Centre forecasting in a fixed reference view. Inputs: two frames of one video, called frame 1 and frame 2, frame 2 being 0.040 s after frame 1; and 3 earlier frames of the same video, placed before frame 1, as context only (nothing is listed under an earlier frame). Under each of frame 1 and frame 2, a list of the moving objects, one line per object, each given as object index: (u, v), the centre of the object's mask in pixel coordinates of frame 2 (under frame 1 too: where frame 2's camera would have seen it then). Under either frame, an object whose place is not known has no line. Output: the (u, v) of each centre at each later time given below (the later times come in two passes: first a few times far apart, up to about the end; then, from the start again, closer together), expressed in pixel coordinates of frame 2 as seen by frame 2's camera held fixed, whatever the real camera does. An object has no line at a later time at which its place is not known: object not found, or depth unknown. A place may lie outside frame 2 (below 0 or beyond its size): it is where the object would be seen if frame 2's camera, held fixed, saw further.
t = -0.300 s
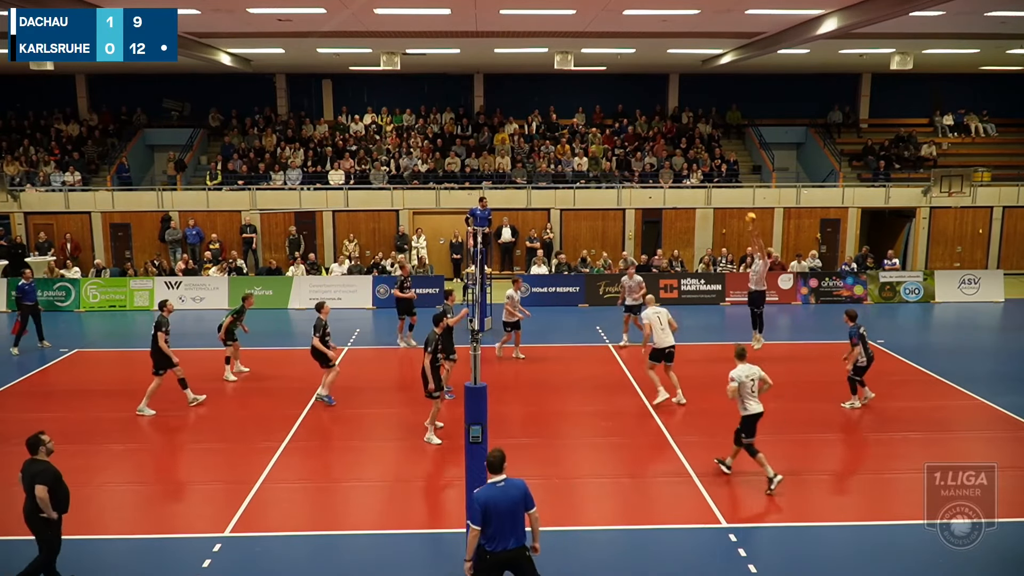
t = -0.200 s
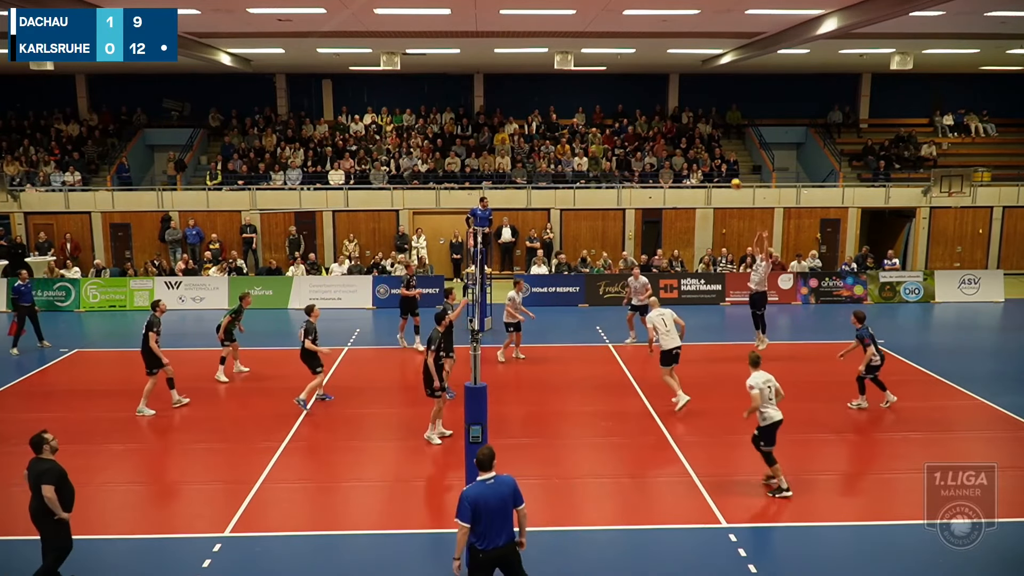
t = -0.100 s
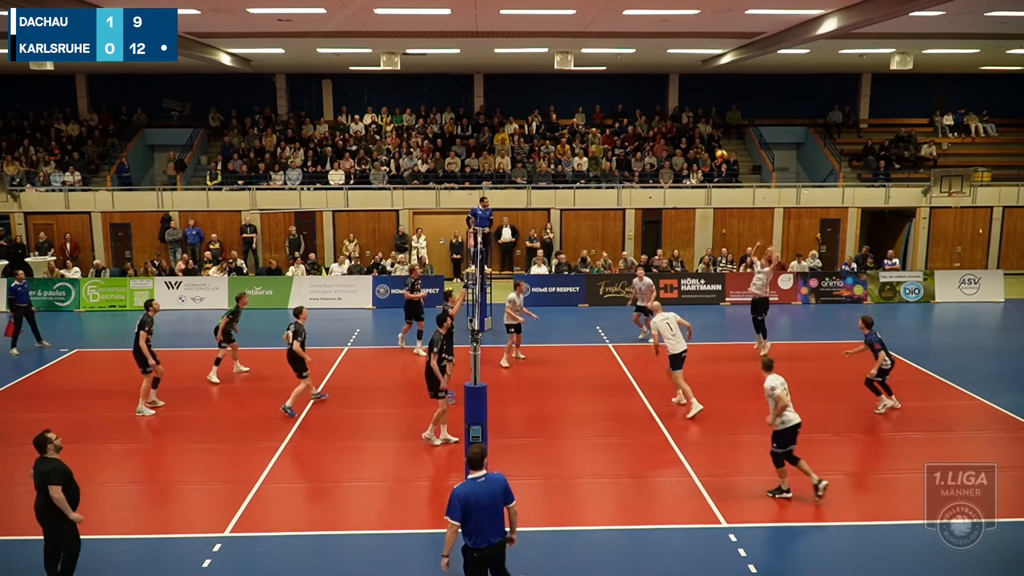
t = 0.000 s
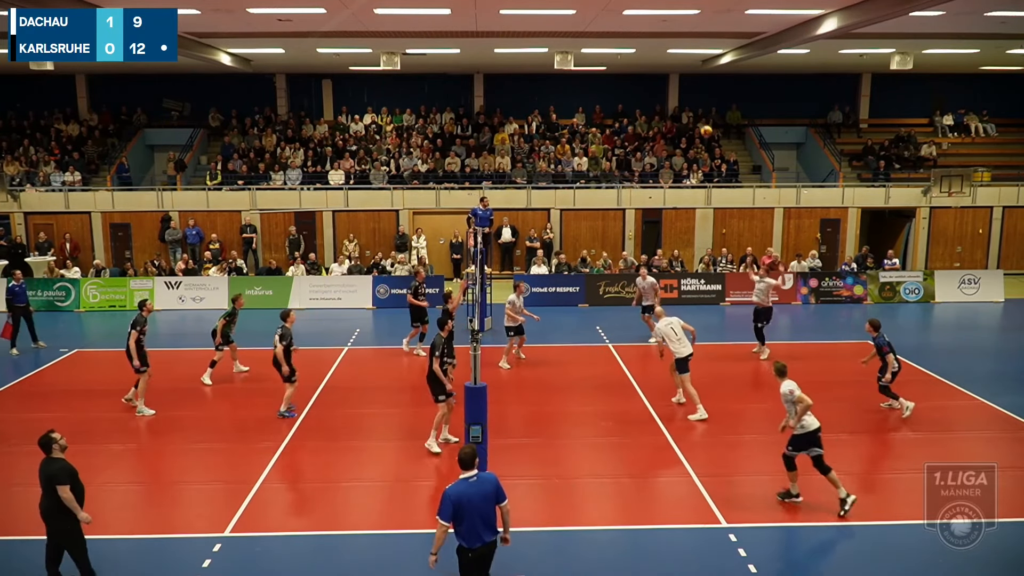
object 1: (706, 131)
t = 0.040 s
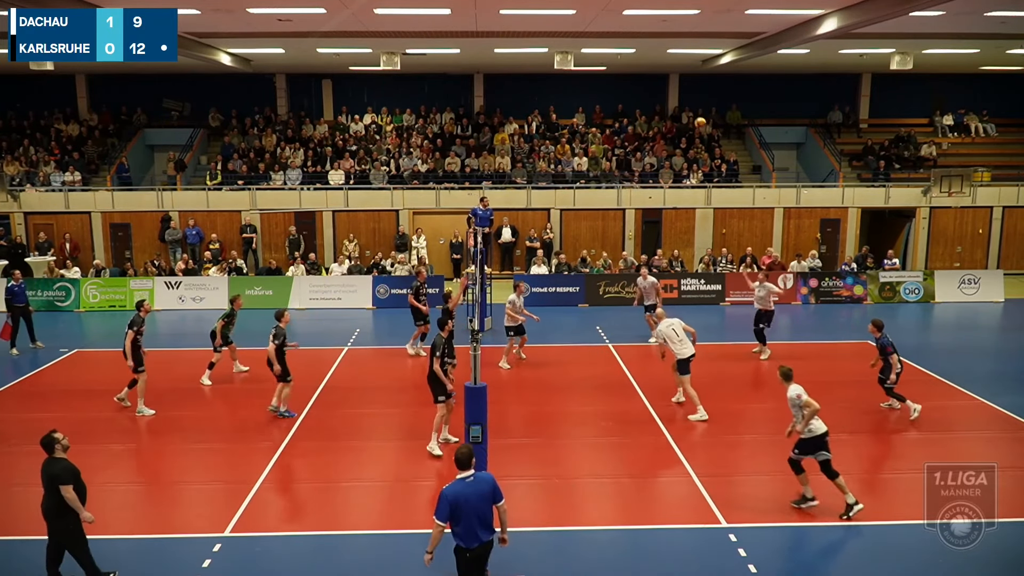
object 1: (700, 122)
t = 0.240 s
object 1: (669, 93)
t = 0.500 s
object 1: (628, 87)
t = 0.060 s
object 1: (696, 118)
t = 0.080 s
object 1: (694, 115)
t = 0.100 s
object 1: (691, 111)
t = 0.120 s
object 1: (688, 109)
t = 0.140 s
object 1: (685, 106)
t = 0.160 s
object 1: (682, 103)
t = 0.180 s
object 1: (679, 100)
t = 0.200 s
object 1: (676, 98)
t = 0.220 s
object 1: (672, 95)
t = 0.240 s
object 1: (669, 93)
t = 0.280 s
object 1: (663, 91)
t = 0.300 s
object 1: (660, 89)
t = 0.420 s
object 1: (641, 85)
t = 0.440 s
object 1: (638, 85)
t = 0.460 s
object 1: (634, 86)
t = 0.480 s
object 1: (631, 86)
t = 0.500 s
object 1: (628, 87)
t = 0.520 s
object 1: (625, 88)
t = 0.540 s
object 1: (622, 89)
